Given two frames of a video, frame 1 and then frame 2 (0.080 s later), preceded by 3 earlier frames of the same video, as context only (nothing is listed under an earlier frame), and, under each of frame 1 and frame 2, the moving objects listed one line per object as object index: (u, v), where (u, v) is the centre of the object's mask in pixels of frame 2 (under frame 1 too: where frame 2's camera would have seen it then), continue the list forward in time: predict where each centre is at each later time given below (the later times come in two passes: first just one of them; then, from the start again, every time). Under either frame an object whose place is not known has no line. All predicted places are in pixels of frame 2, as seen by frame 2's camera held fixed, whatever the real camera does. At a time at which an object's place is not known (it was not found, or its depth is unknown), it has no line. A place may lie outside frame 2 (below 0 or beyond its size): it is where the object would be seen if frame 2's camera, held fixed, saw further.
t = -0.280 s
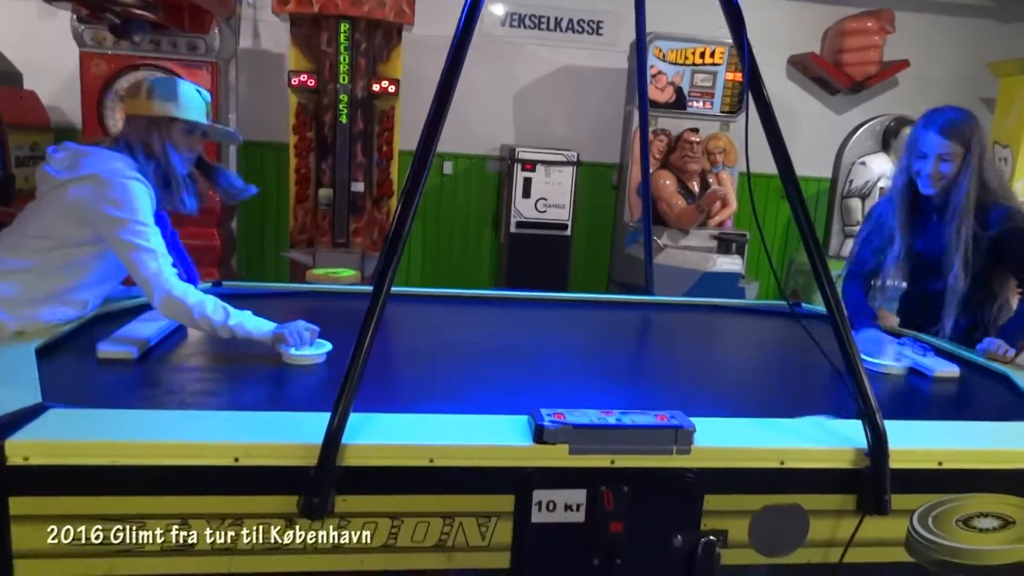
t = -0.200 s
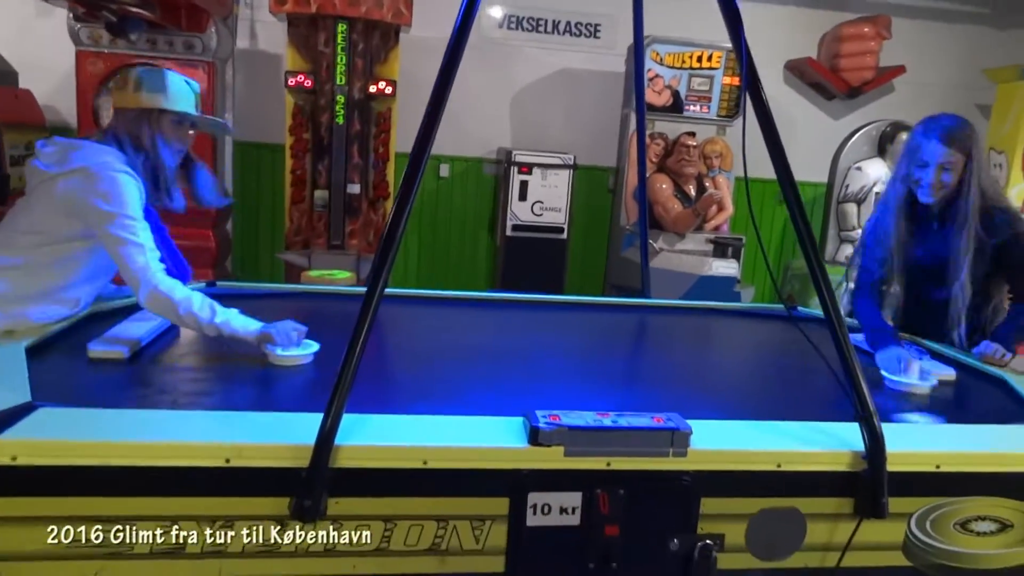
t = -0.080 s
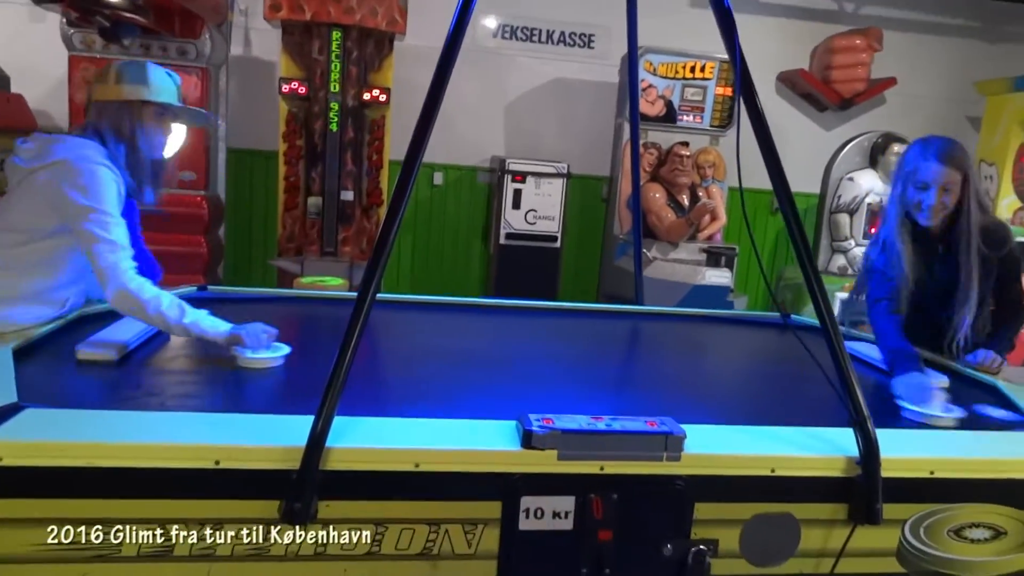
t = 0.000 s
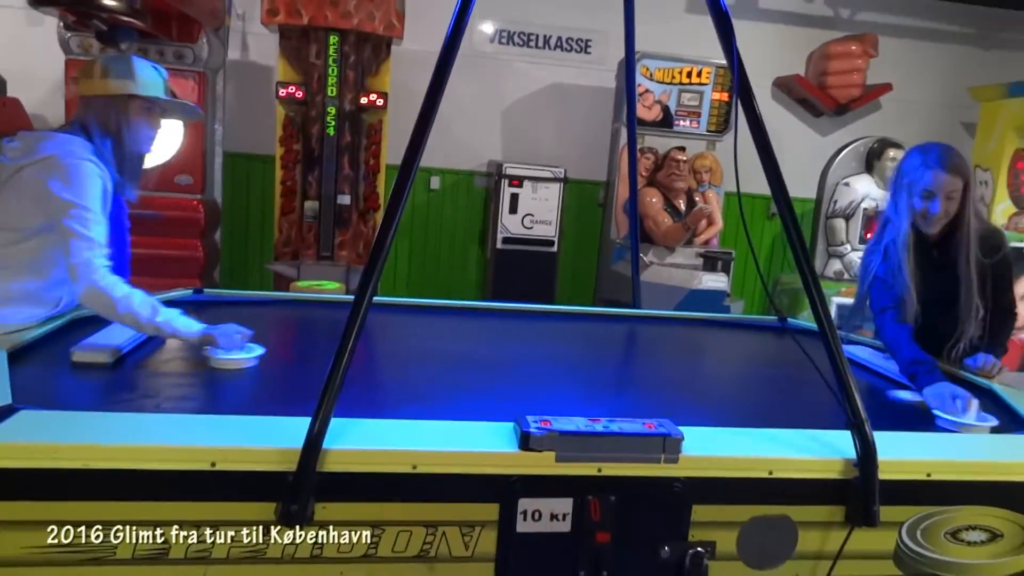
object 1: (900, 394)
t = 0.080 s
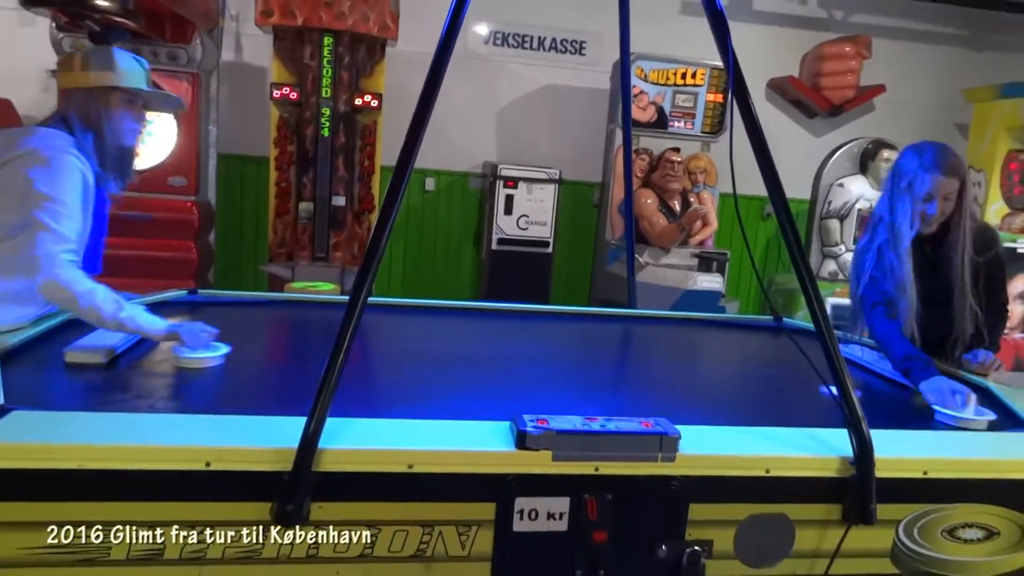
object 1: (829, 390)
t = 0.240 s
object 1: (713, 387)
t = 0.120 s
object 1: (808, 390)
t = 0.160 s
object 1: (775, 389)
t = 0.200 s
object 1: (745, 388)
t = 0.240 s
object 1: (713, 387)
